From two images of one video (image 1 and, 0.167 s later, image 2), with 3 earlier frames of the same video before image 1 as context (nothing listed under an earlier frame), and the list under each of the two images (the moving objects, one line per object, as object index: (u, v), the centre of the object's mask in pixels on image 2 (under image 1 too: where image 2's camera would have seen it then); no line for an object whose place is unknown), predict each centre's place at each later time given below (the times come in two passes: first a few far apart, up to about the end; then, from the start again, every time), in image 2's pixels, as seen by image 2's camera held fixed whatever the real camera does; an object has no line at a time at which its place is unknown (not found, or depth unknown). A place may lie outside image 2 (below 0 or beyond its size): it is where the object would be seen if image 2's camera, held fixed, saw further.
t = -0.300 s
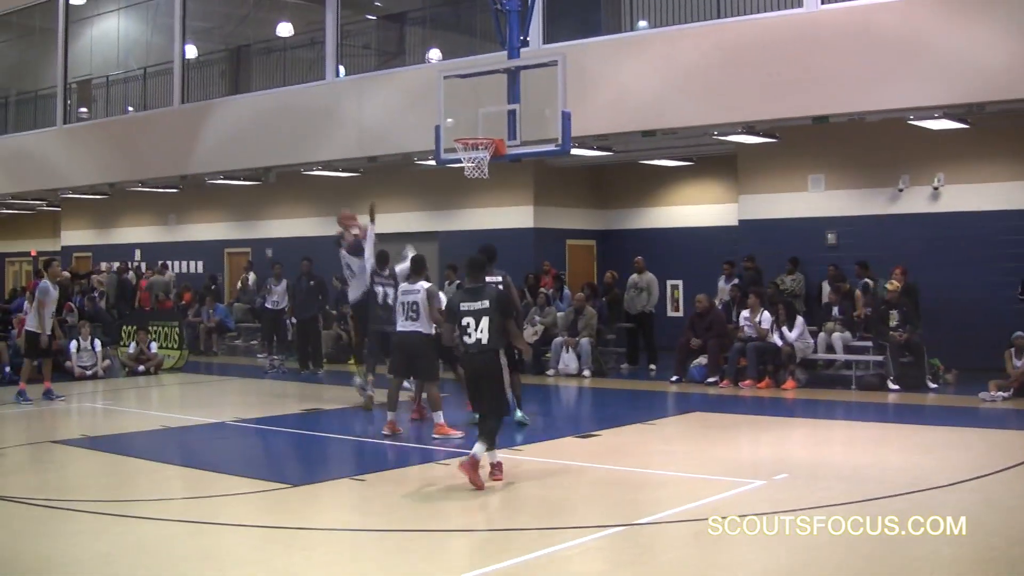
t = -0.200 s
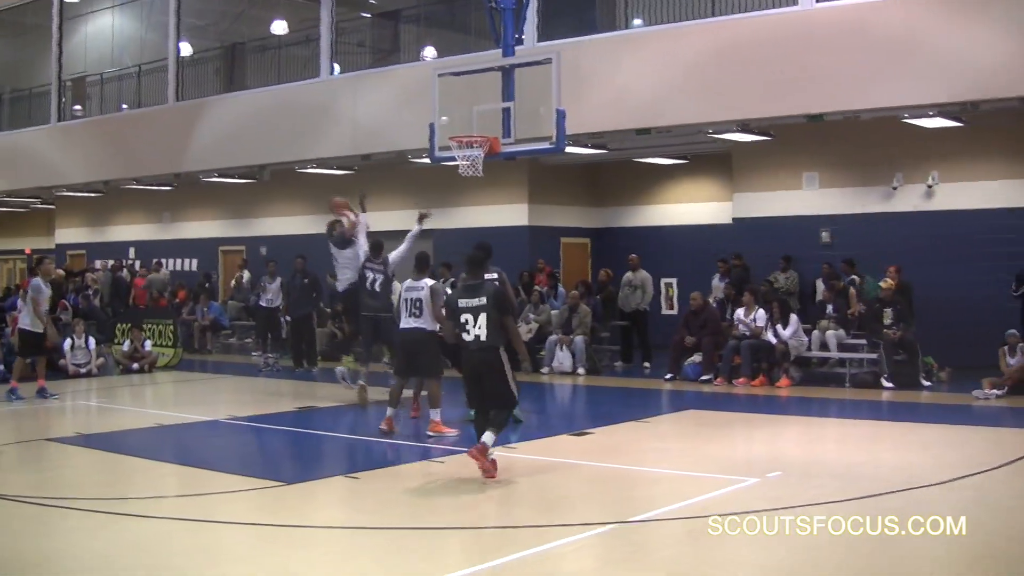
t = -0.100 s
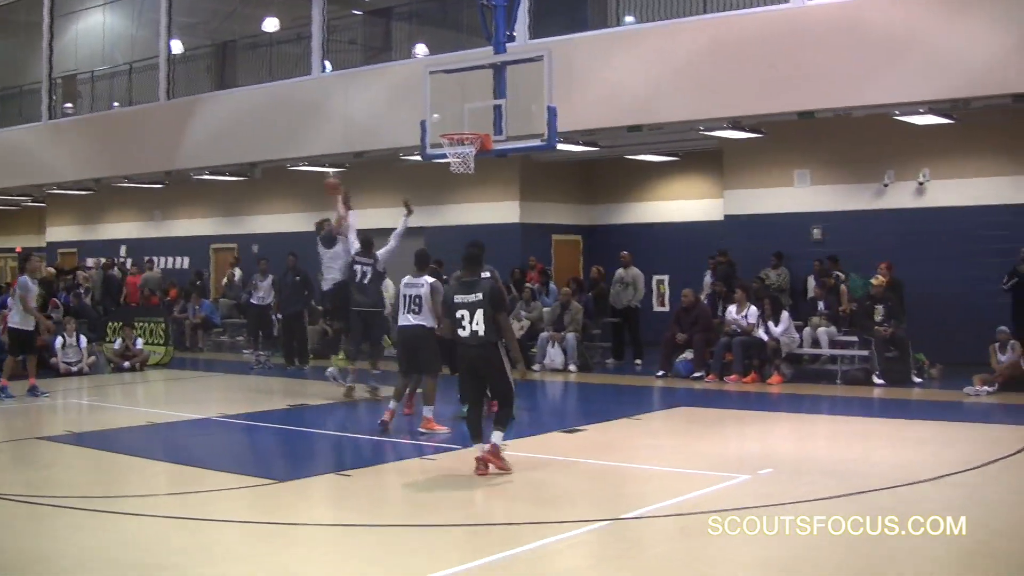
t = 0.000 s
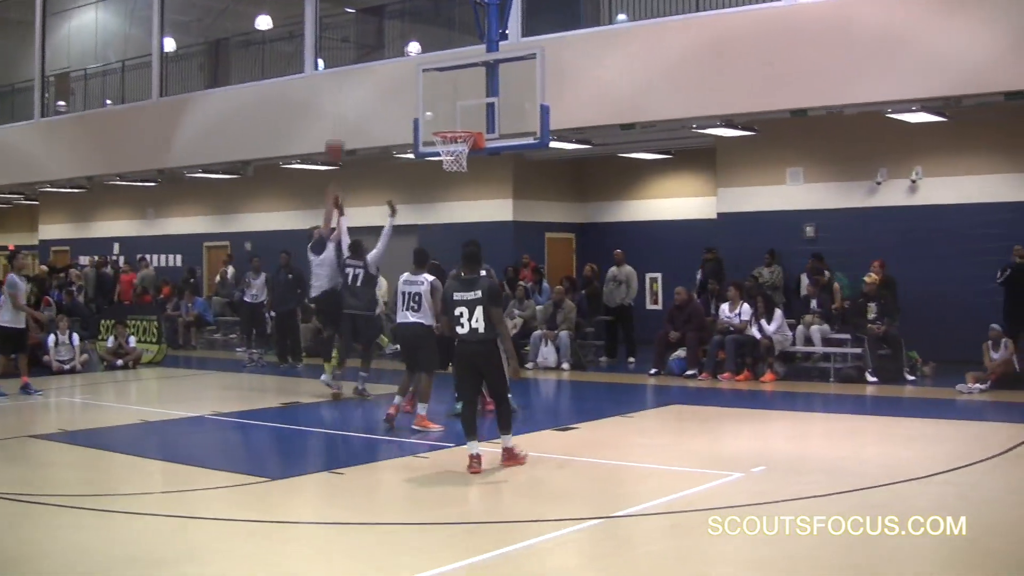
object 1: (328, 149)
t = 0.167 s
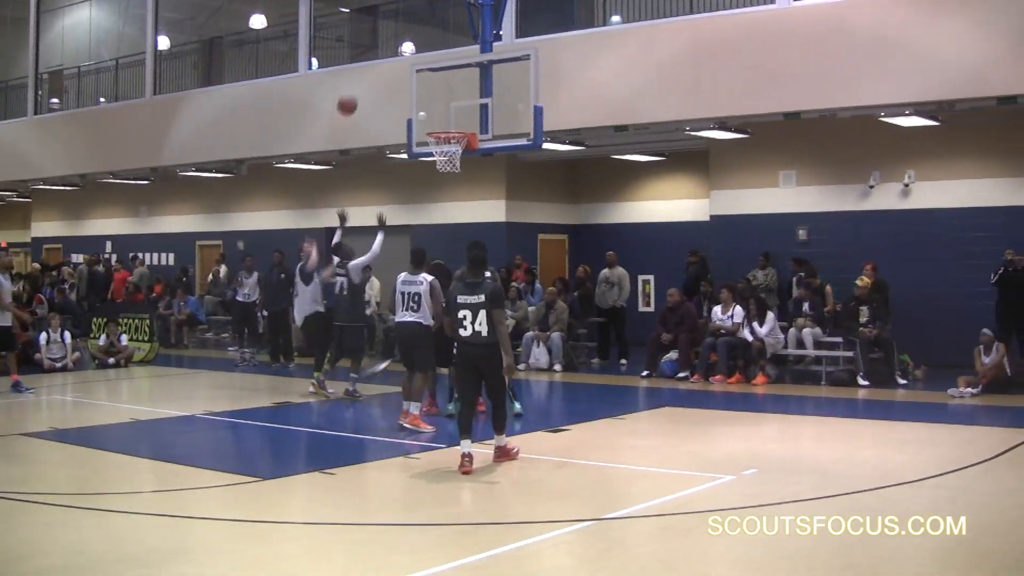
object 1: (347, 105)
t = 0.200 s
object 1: (351, 99)
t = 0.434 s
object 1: (379, 81)
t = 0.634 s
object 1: (404, 101)
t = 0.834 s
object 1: (402, 140)
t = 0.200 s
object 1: (351, 99)
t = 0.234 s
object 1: (354, 95)
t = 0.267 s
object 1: (359, 90)
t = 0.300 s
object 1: (362, 86)
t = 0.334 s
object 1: (366, 84)
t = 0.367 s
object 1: (371, 82)
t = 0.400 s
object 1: (375, 81)
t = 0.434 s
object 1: (379, 81)
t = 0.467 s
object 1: (383, 82)
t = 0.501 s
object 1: (388, 84)
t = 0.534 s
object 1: (392, 87)
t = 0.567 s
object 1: (395, 91)
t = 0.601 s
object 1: (399, 95)
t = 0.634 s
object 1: (404, 101)
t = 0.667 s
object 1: (408, 108)
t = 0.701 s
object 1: (411, 115)
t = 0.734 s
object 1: (417, 124)
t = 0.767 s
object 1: (420, 131)
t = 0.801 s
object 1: (411, 136)
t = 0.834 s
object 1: (402, 140)
